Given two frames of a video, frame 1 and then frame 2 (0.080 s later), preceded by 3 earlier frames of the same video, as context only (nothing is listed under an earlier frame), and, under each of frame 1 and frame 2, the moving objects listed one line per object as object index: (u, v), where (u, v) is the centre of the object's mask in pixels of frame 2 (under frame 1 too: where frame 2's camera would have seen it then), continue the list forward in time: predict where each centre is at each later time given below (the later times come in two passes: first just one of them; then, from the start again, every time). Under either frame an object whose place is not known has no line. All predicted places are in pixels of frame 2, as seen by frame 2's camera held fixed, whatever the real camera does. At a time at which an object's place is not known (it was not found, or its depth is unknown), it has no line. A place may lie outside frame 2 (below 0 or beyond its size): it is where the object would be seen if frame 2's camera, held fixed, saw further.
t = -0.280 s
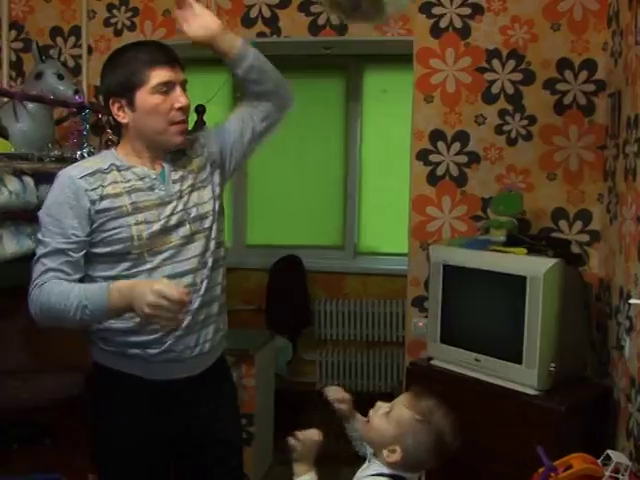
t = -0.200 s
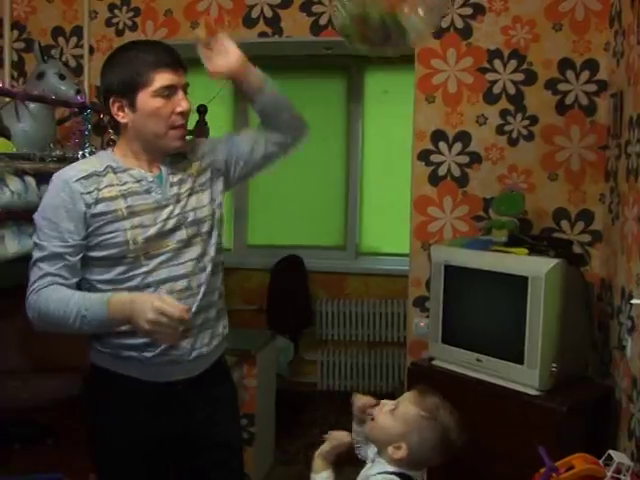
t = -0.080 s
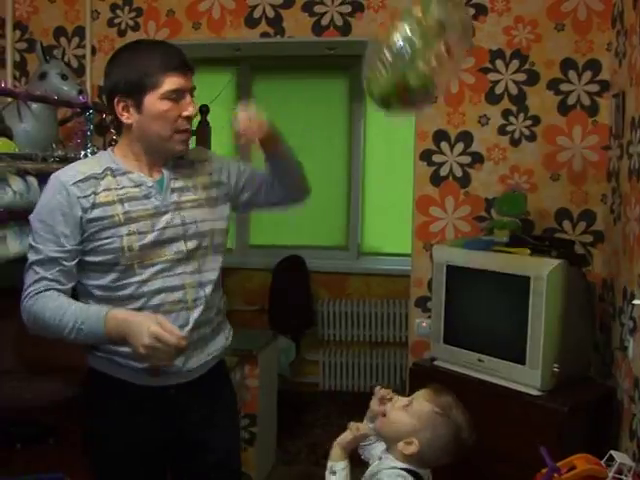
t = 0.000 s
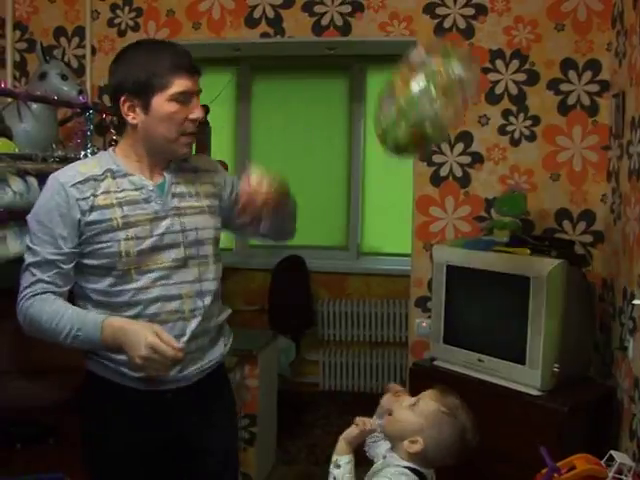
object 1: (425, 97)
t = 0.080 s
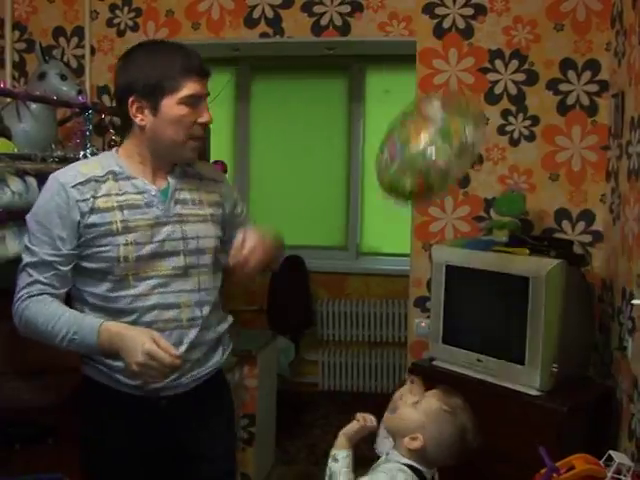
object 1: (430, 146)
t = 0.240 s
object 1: (421, 240)
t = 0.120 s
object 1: (429, 170)
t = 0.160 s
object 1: (430, 195)
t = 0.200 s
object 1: (427, 218)
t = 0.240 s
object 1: (421, 240)
